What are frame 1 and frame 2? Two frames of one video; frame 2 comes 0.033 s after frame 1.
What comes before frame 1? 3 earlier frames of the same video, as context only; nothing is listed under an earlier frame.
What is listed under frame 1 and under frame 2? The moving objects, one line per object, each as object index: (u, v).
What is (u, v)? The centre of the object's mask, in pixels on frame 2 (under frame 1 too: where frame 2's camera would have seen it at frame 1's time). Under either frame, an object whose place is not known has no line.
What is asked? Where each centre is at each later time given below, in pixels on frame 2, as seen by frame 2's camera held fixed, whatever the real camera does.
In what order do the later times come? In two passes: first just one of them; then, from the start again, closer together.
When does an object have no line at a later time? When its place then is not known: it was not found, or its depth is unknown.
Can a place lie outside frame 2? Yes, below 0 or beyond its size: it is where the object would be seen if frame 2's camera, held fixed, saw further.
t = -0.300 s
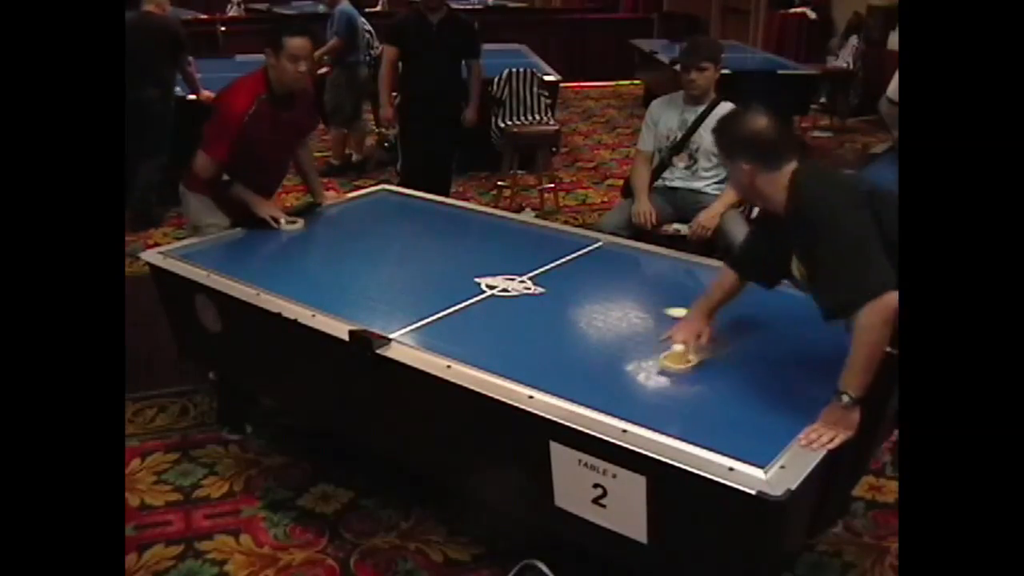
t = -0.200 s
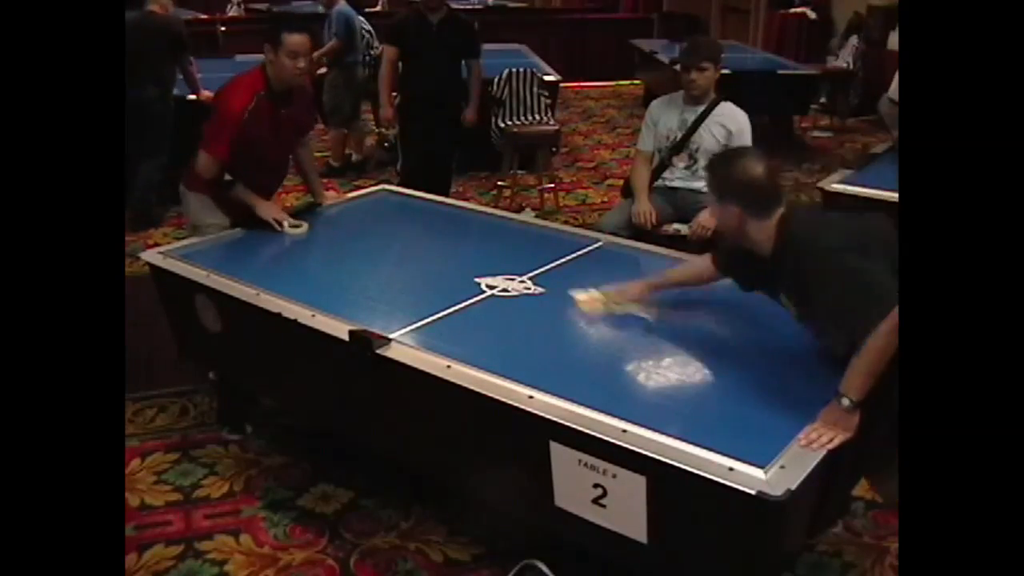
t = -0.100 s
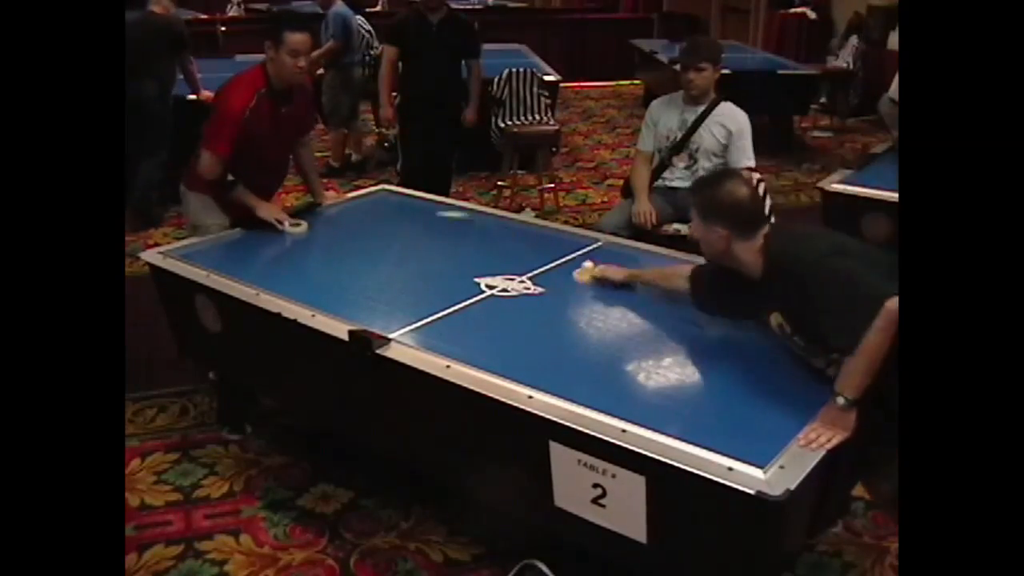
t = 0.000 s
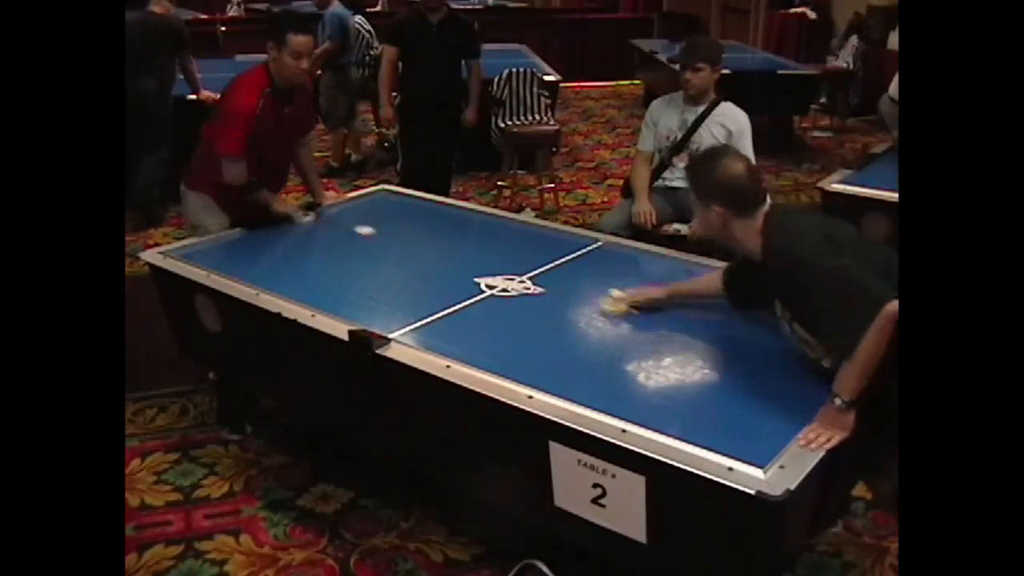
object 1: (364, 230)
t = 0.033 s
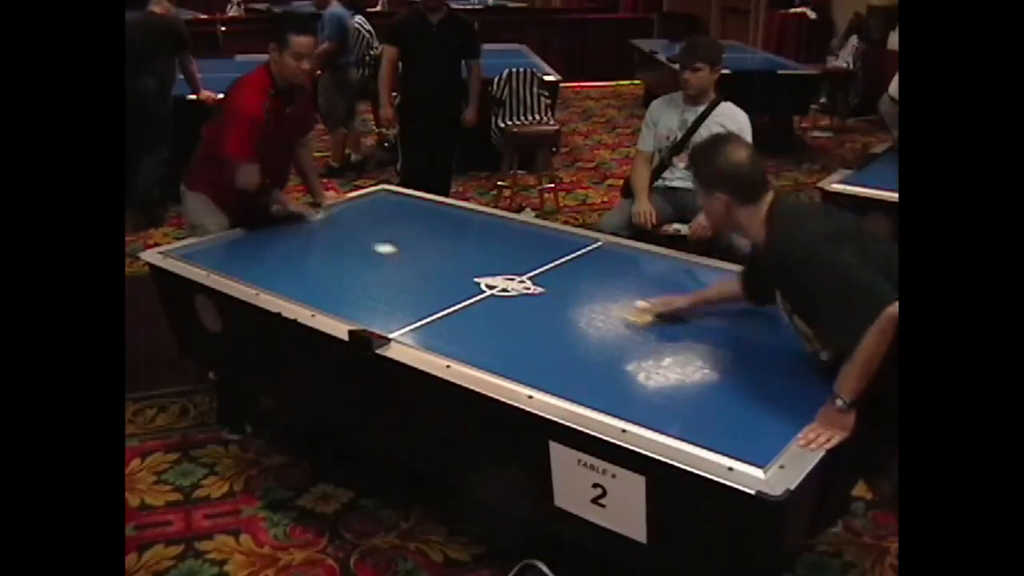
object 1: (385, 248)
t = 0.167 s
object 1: (499, 352)
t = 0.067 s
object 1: (408, 270)
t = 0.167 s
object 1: (499, 352)
